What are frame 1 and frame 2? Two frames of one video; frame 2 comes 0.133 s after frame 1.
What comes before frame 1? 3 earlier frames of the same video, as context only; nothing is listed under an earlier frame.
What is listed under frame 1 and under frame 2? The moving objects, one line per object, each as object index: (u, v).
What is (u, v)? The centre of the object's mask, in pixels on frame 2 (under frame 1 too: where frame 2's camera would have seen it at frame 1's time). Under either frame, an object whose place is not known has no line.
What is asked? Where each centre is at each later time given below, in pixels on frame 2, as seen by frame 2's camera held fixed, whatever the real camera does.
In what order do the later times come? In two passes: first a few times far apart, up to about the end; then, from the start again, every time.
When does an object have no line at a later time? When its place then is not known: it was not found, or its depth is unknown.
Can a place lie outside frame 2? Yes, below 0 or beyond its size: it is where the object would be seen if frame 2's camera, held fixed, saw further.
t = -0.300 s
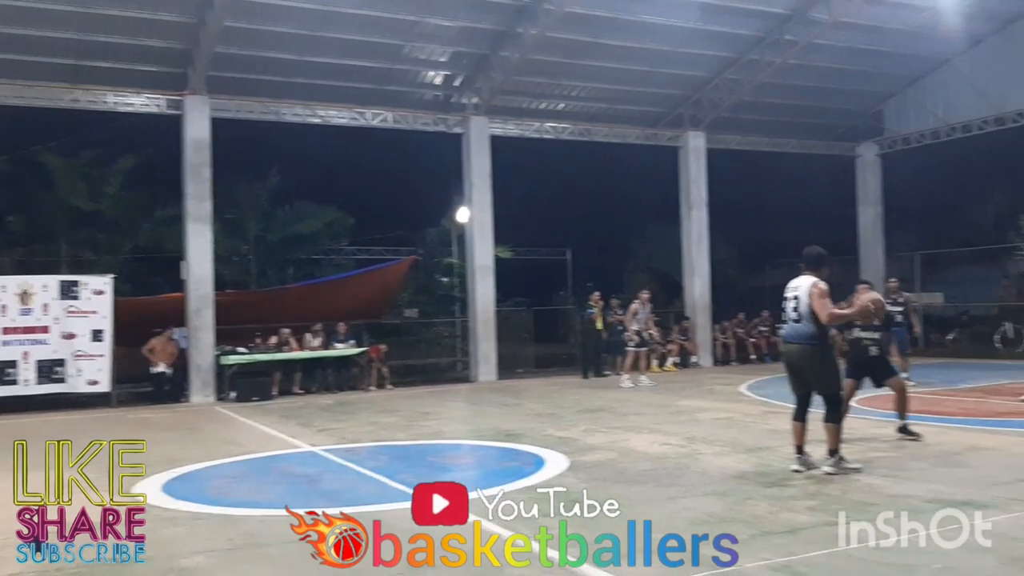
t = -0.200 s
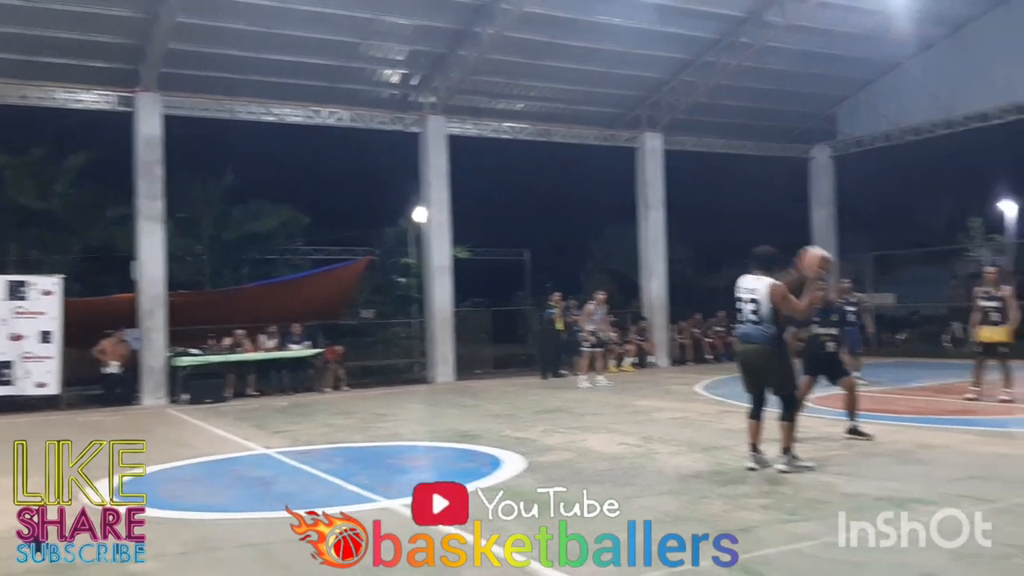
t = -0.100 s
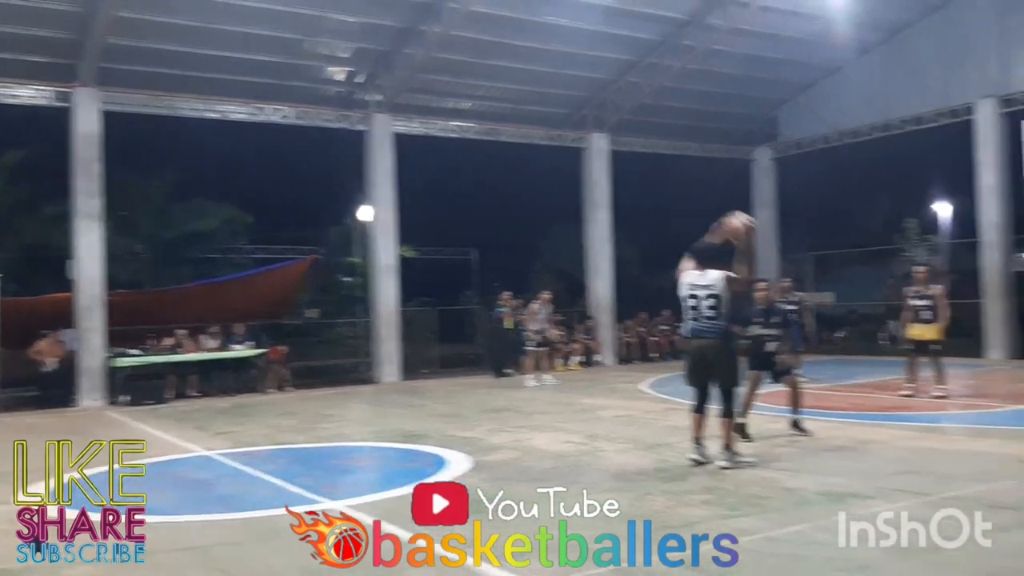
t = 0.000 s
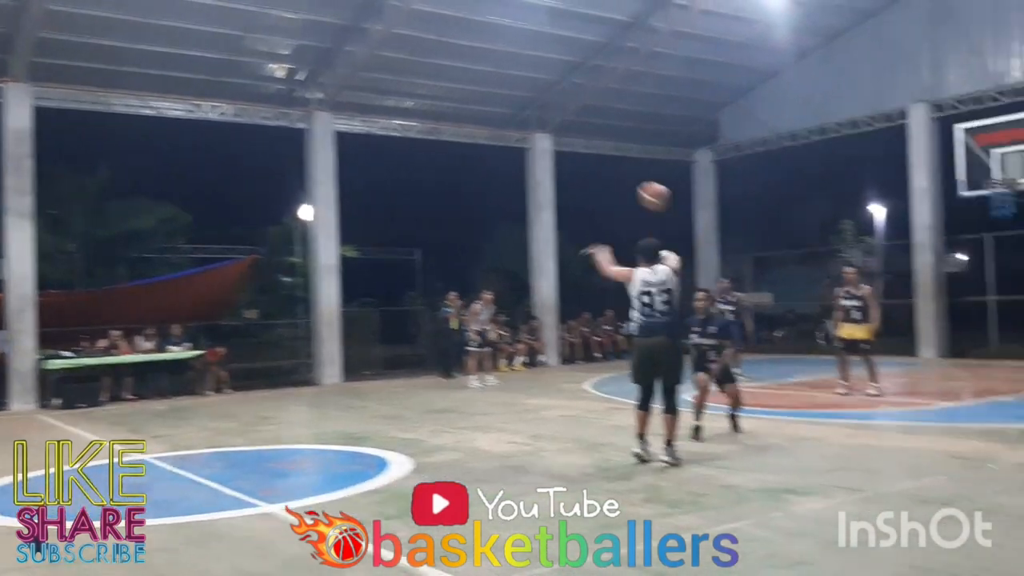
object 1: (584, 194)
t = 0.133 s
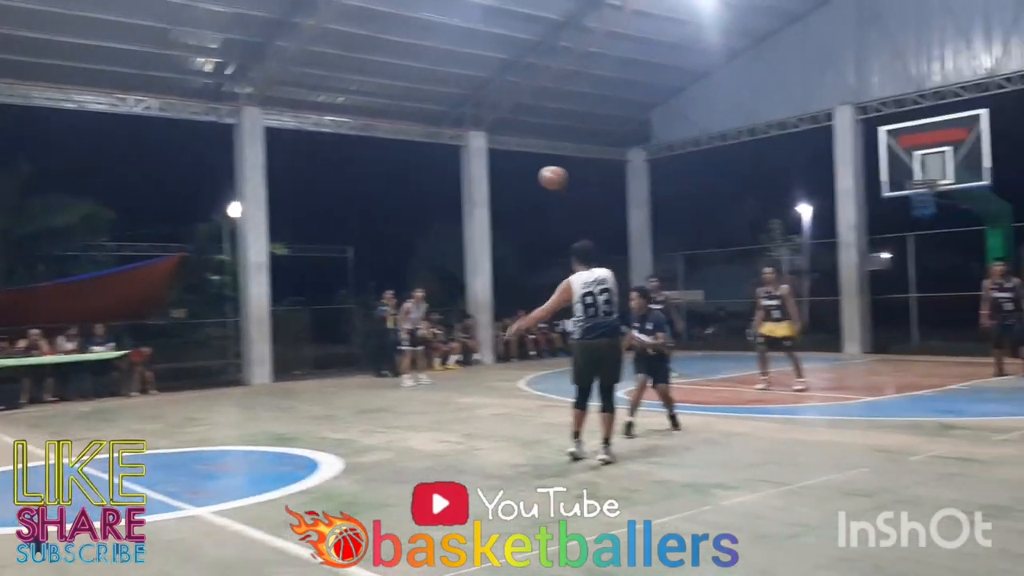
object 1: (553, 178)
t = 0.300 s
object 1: (520, 180)
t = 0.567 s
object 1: (483, 222)
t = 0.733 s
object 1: (466, 264)
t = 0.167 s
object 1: (546, 176)
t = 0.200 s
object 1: (539, 176)
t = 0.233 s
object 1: (532, 177)
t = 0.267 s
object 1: (526, 178)
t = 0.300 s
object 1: (520, 180)
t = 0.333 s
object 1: (515, 184)
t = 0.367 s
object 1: (509, 188)
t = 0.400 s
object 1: (504, 192)
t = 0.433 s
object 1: (500, 197)
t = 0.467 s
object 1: (496, 203)
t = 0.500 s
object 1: (491, 209)
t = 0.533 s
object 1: (487, 215)
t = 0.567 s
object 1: (483, 222)
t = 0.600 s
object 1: (480, 231)
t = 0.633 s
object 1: (476, 239)
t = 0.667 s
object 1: (472, 247)
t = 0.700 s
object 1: (469, 256)
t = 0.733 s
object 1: (466, 264)
